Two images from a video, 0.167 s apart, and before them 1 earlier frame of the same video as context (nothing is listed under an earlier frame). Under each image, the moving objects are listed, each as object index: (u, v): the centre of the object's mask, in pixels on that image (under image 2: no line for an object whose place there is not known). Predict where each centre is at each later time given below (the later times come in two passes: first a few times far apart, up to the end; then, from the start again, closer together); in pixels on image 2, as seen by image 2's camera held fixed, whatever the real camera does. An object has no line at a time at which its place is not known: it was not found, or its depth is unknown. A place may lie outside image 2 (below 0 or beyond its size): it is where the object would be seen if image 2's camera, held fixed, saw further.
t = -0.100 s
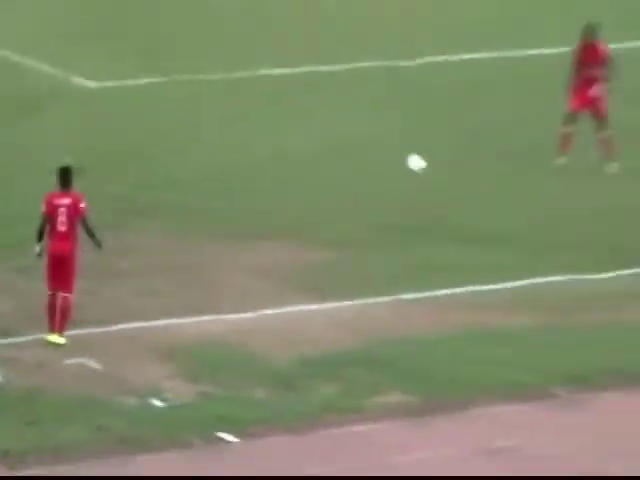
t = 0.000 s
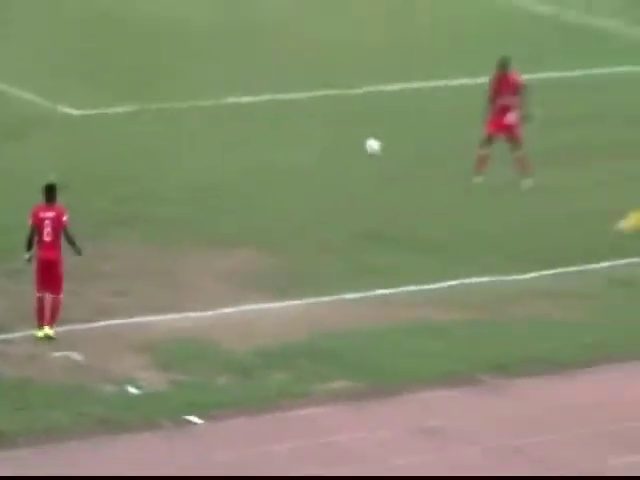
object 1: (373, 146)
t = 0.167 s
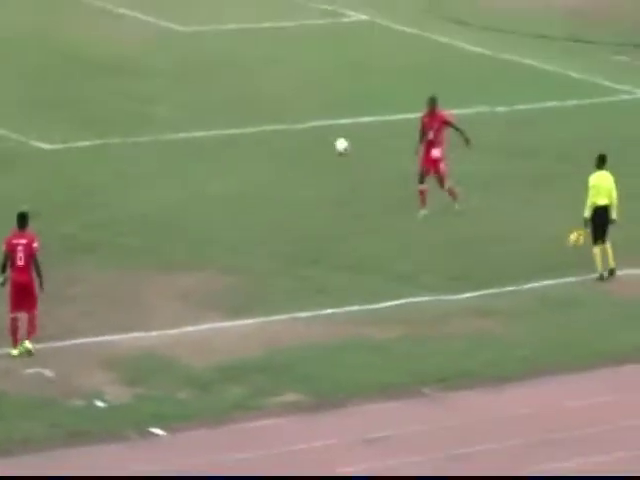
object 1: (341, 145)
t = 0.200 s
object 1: (345, 142)
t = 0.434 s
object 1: (367, 140)
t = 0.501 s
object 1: (378, 152)
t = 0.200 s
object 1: (345, 142)
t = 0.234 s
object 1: (347, 140)
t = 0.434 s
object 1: (367, 140)
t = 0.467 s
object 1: (371, 144)
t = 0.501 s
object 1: (378, 152)
